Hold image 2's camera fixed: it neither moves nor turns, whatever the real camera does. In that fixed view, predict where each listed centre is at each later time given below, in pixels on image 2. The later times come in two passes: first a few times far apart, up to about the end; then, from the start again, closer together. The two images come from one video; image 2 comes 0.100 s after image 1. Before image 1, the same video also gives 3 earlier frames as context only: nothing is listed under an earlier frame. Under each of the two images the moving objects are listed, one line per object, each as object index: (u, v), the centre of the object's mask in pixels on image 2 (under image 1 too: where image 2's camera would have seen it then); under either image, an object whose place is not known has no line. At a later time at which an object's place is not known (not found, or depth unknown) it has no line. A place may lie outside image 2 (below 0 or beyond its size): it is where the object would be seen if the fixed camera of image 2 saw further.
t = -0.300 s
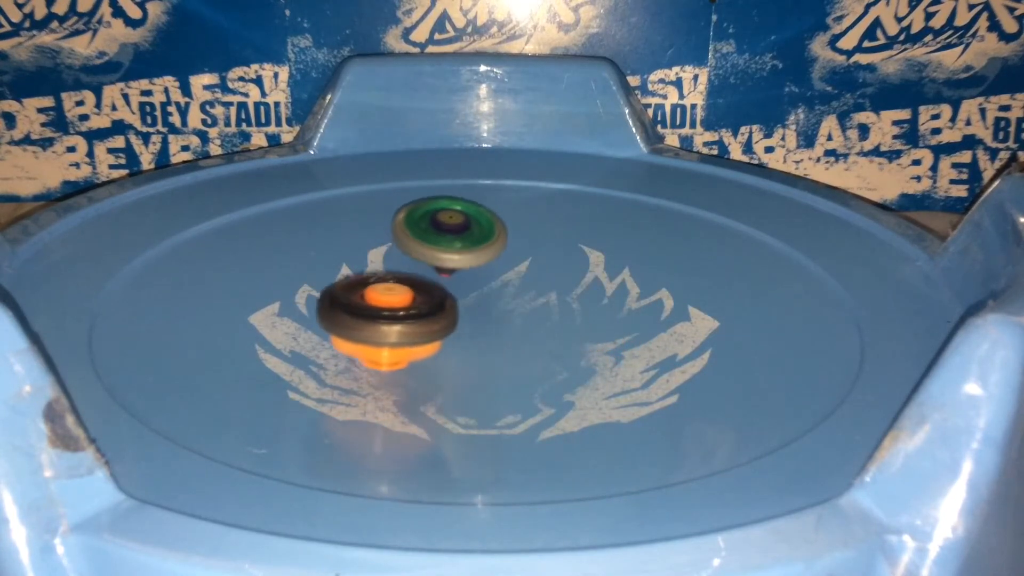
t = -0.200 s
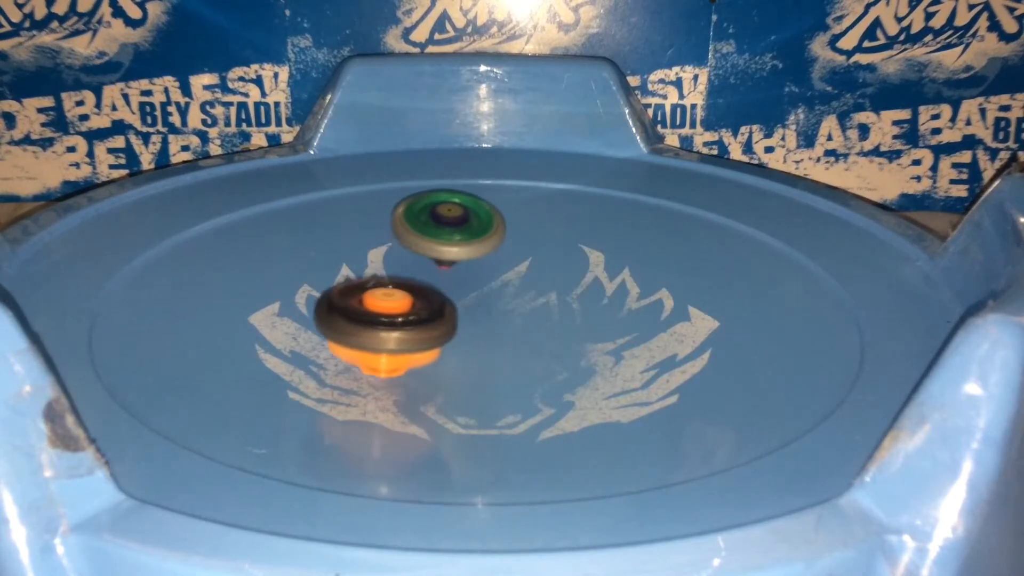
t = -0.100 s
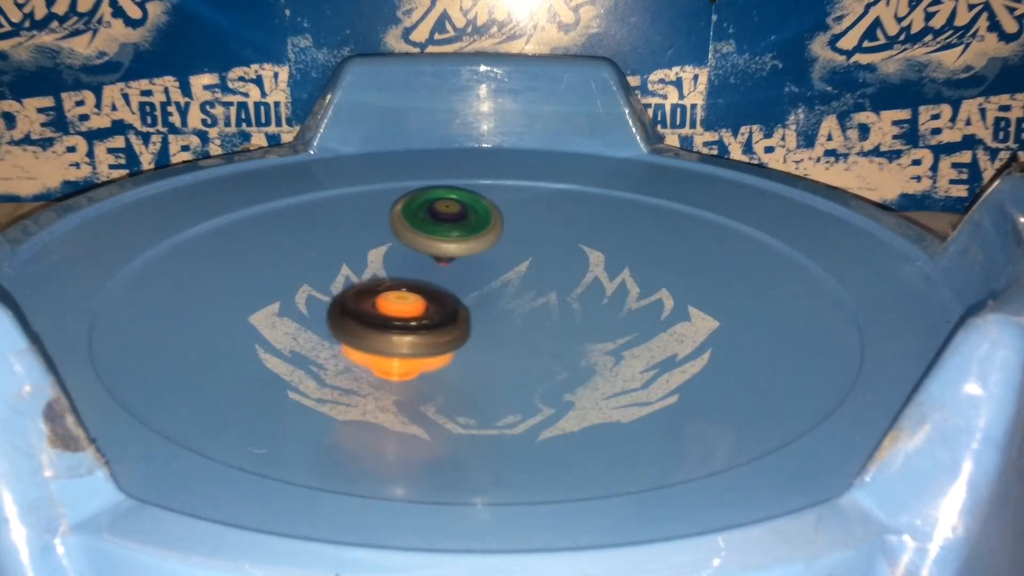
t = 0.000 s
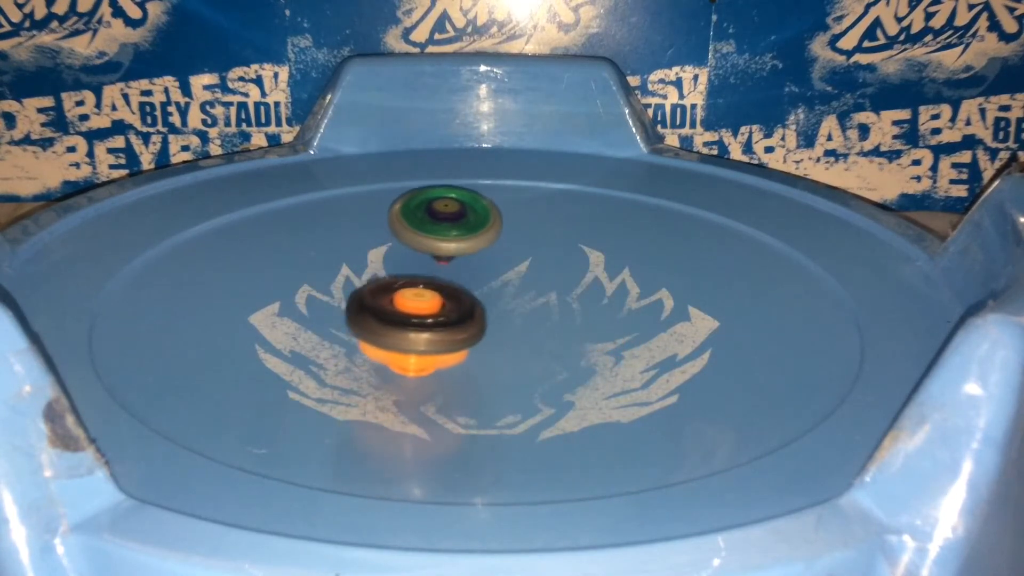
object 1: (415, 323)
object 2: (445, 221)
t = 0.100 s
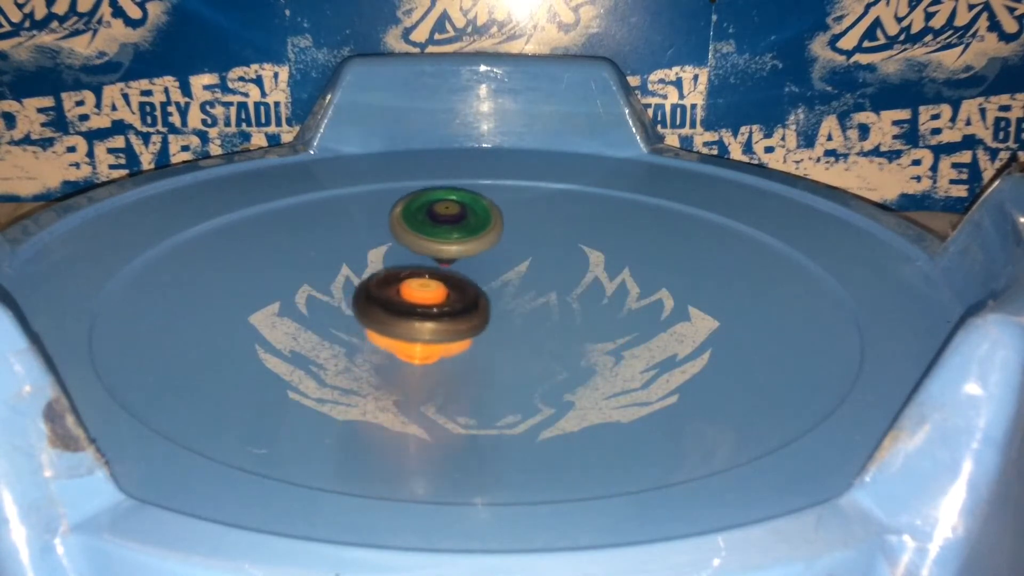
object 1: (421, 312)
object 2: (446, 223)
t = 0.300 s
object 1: (401, 287)
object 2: (470, 233)
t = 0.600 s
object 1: (377, 292)
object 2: (520, 246)
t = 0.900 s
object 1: (437, 279)
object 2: (553, 252)
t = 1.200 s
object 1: (309, 298)
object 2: (696, 197)
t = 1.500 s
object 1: (468, 312)
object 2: (649, 198)
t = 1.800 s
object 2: (762, 84)
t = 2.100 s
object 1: (452, 358)
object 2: (902, 201)
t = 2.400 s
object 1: (588, 286)
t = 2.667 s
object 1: (515, 254)
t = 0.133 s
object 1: (421, 308)
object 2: (448, 225)
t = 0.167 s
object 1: (419, 303)
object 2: (451, 226)
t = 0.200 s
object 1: (417, 299)
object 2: (454, 228)
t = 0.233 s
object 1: (413, 294)
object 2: (458, 230)
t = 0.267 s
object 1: (408, 290)
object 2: (464, 232)
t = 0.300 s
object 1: (401, 287)
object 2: (470, 233)
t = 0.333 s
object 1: (393, 286)
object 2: (476, 236)
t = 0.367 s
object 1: (386, 285)
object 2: (482, 238)
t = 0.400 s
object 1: (381, 284)
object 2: (488, 240)
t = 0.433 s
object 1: (377, 284)
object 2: (493, 241)
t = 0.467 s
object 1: (374, 285)
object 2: (499, 242)
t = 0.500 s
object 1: (372, 286)
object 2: (504, 243)
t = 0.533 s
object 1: (372, 288)
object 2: (509, 244)
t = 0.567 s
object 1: (374, 290)
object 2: (515, 245)
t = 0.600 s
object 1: (377, 292)
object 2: (520, 246)
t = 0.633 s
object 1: (383, 293)
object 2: (524, 246)
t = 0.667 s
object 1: (391, 294)
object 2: (529, 247)
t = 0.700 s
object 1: (399, 295)
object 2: (533, 248)
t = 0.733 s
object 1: (407, 294)
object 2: (537, 248)
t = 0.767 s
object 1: (415, 292)
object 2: (540, 249)
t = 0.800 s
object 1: (421, 290)
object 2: (543, 250)
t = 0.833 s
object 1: (428, 286)
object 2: (547, 251)
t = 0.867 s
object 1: (433, 283)
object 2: (550, 251)
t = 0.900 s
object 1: (437, 279)
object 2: (553, 252)
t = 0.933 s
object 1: (425, 278)
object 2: (569, 251)
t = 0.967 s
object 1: (376, 276)
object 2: (621, 239)
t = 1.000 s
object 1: (338, 273)
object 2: (655, 230)
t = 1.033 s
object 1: (308, 272)
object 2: (679, 221)
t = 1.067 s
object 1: (292, 272)
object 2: (692, 214)
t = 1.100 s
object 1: (287, 276)
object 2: (697, 208)
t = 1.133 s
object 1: (289, 282)
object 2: (699, 203)
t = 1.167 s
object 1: (297, 290)
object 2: (698, 199)
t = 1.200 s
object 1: (309, 298)
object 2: (696, 197)
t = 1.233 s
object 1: (323, 304)
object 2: (693, 195)
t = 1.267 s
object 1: (340, 310)
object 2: (690, 194)
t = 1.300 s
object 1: (357, 315)
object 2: (686, 193)
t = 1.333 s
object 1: (378, 318)
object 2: (683, 193)
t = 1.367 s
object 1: (398, 320)
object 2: (678, 192)
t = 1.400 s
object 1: (417, 320)
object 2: (673, 192)
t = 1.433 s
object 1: (436, 319)
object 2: (666, 193)
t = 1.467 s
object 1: (453, 316)
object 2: (658, 195)
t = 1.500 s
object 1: (468, 312)
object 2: (649, 198)
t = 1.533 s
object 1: (481, 308)
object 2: (639, 202)
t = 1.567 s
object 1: (492, 303)
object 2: (628, 207)
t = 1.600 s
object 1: (501, 297)
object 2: (615, 213)
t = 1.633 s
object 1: (508, 291)
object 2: (602, 221)
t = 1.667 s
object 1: (513, 285)
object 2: (590, 229)
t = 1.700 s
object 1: (432, 314)
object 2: (636, 199)
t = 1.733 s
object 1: (295, 340)
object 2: (693, 145)
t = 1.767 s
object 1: (153, 347)
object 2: (735, 99)
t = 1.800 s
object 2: (762, 84)
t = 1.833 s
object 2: (788, 91)
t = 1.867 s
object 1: (140, 279)
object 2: (806, 120)
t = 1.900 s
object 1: (178, 323)
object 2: (834, 174)
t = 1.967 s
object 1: (270, 370)
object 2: (868, 186)
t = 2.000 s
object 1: (319, 370)
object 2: (874, 183)
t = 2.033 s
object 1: (367, 367)
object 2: (886, 194)
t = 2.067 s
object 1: (411, 363)
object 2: (897, 203)
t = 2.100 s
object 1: (452, 358)
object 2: (902, 201)
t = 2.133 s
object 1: (489, 351)
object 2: (909, 204)
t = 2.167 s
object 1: (521, 342)
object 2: (916, 209)
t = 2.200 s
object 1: (545, 333)
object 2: (921, 209)
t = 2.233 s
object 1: (563, 324)
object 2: (923, 210)
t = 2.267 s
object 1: (575, 317)
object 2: (923, 210)
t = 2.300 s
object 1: (583, 309)
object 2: (924, 210)
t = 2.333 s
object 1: (588, 302)
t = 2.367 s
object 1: (589, 294)
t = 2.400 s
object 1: (588, 286)
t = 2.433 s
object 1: (585, 280)
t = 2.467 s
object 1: (579, 274)
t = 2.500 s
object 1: (571, 268)
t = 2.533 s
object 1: (561, 264)
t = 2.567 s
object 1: (551, 260)
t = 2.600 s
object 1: (539, 257)
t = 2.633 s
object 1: (527, 255)
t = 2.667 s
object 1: (515, 254)
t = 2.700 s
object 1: (504, 254)
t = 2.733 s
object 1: (493, 256)
